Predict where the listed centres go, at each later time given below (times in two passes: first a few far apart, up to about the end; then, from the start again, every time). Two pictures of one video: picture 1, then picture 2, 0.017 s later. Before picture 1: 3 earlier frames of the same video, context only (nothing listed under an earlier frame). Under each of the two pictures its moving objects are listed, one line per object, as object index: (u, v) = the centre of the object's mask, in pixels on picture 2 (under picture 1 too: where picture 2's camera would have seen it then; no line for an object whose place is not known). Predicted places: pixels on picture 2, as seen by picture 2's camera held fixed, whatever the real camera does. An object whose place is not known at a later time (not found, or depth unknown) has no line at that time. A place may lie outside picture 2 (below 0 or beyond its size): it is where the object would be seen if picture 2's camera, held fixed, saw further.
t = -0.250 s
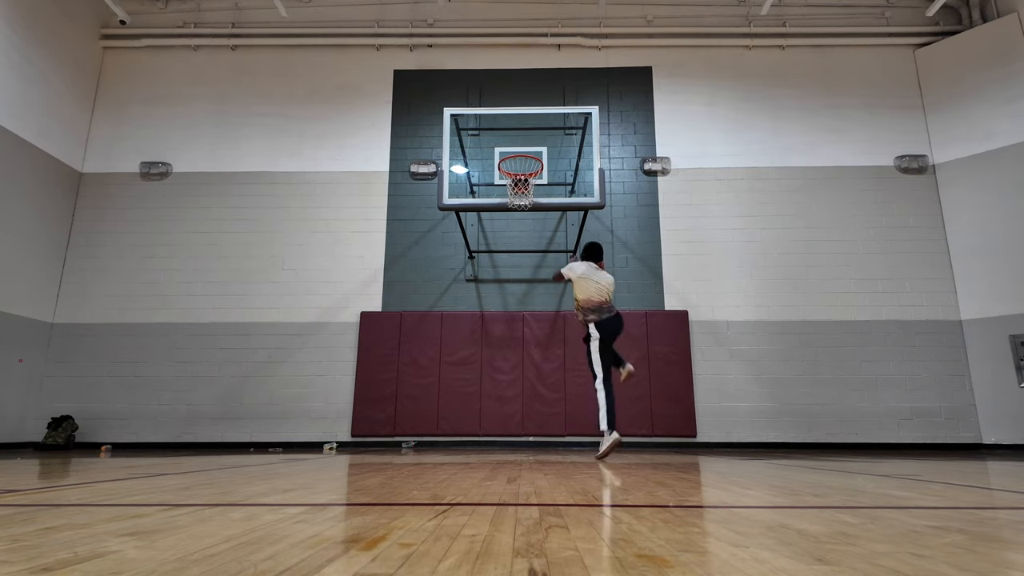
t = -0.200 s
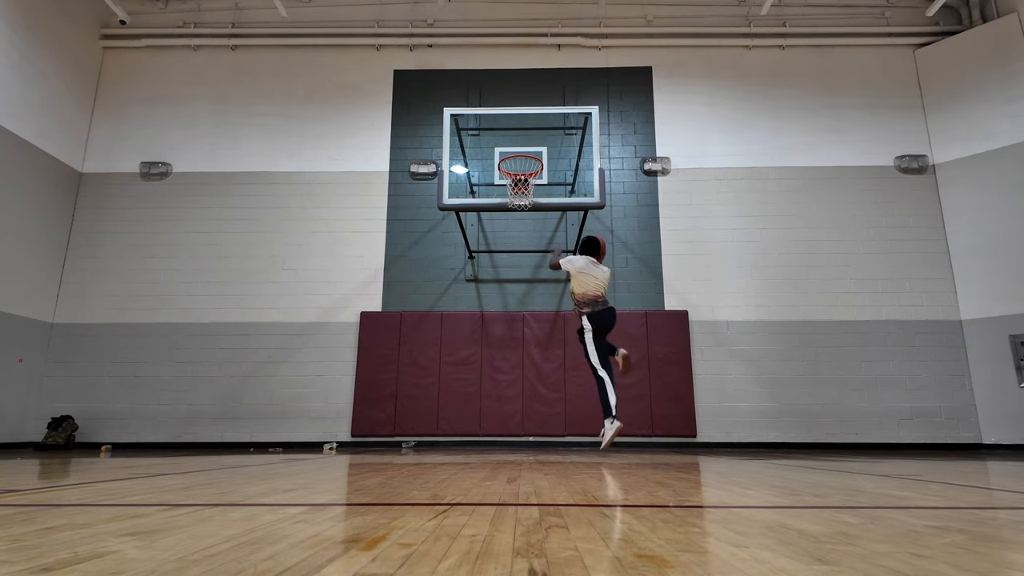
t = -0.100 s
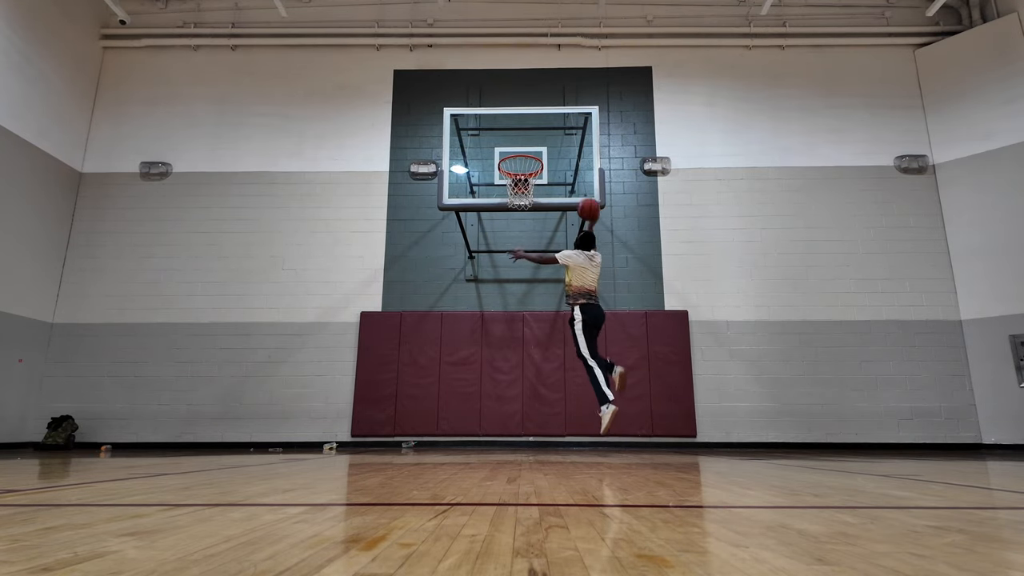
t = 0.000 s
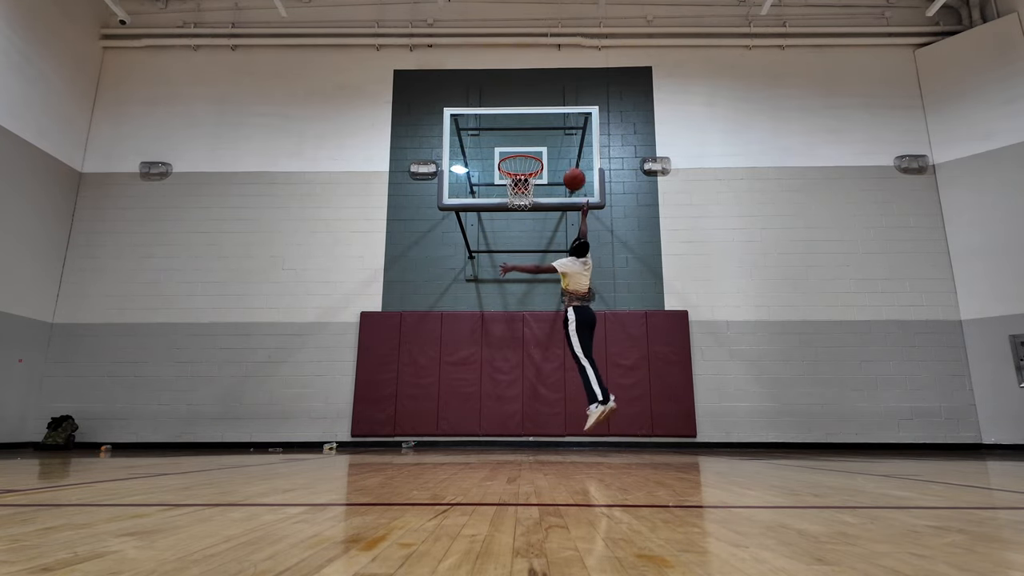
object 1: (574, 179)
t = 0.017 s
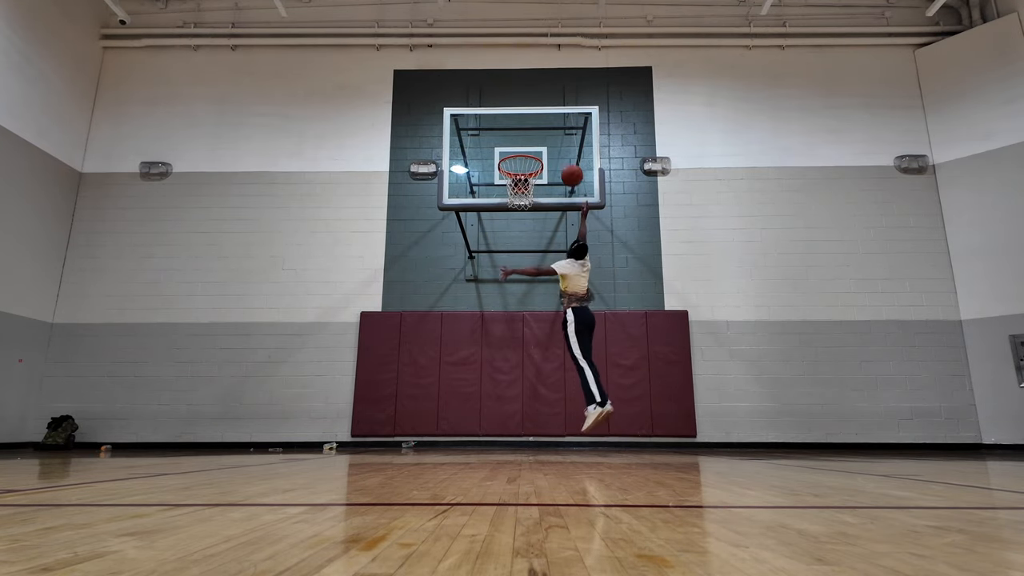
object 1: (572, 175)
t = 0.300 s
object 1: (542, 141)
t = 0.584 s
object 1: (522, 161)
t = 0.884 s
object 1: (512, 196)
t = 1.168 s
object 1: (521, 241)
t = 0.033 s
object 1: (569, 171)
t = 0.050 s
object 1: (567, 168)
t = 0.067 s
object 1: (564, 165)
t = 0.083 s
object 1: (562, 163)
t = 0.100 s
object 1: (560, 160)
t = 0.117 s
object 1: (558, 157)
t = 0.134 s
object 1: (556, 155)
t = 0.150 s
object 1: (554, 153)
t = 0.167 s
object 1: (551, 151)
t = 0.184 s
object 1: (550, 150)
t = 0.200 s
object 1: (548, 148)
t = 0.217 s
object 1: (548, 146)
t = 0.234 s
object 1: (546, 145)
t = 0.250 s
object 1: (545, 143)
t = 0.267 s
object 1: (544, 142)
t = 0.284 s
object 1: (543, 141)
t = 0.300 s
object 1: (542, 141)
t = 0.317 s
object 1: (541, 140)
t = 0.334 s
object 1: (540, 140)
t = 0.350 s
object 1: (539, 139)
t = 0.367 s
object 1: (538, 139)
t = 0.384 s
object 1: (536, 140)
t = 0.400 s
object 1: (535, 141)
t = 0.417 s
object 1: (534, 141)
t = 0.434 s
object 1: (533, 142)
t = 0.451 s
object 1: (531, 143)
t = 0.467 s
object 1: (531, 144)
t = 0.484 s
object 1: (529, 146)
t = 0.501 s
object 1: (528, 147)
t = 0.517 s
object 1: (527, 150)
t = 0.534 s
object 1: (526, 153)
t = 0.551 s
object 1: (525, 155)
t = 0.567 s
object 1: (523, 158)
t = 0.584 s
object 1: (522, 161)
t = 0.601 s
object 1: (520, 164)
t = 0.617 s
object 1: (519, 166)
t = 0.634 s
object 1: (516, 169)
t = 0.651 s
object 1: (515, 171)
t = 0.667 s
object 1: (514, 173)
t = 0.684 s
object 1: (510, 177)
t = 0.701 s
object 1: (508, 181)
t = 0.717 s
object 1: (508, 184)
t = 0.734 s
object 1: (510, 187)
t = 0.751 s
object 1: (510, 188)
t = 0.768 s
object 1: (509, 188)
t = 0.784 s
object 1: (509, 189)
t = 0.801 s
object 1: (508, 190)
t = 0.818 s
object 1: (508, 191)
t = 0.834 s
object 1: (509, 192)
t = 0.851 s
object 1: (509, 194)
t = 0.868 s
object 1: (511, 195)
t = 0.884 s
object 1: (512, 196)
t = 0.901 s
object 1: (512, 197)
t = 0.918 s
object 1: (512, 198)
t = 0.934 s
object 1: (513, 199)
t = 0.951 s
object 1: (513, 199)
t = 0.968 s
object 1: (514, 202)
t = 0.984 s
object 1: (514, 204)
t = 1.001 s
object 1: (515, 206)
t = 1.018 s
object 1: (515, 208)
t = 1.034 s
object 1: (516, 211)
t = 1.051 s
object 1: (517, 214)
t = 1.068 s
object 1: (517, 216)
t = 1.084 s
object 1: (518, 220)
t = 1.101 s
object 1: (519, 224)
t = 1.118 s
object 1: (519, 228)
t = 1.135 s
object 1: (520, 232)
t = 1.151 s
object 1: (521, 236)
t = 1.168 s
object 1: (521, 241)
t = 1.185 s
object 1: (522, 246)
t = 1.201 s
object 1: (522, 251)
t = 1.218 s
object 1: (520, 256)
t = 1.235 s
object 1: (523, 262)
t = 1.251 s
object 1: (525, 268)
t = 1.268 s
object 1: (526, 274)
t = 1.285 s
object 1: (526, 281)
